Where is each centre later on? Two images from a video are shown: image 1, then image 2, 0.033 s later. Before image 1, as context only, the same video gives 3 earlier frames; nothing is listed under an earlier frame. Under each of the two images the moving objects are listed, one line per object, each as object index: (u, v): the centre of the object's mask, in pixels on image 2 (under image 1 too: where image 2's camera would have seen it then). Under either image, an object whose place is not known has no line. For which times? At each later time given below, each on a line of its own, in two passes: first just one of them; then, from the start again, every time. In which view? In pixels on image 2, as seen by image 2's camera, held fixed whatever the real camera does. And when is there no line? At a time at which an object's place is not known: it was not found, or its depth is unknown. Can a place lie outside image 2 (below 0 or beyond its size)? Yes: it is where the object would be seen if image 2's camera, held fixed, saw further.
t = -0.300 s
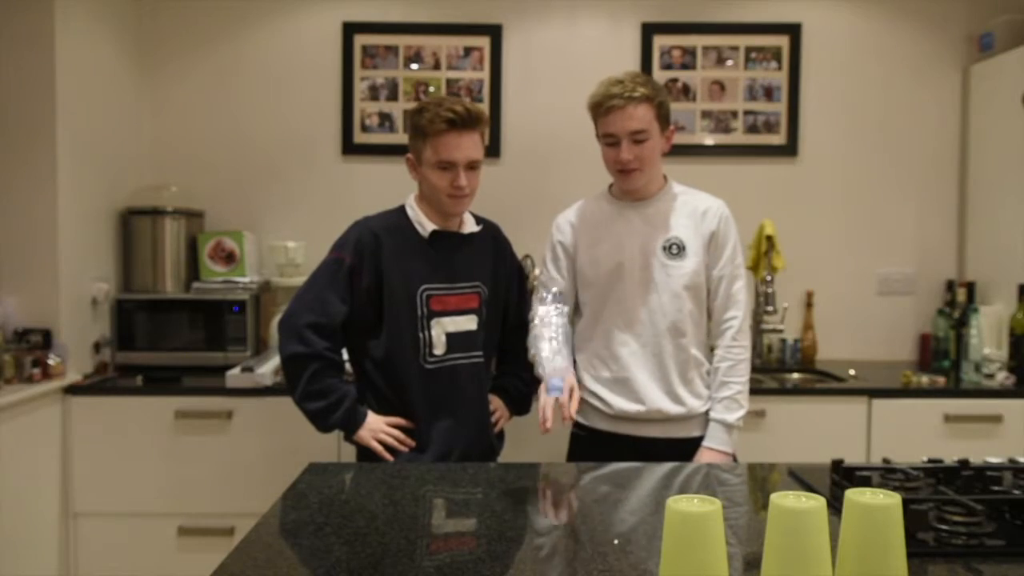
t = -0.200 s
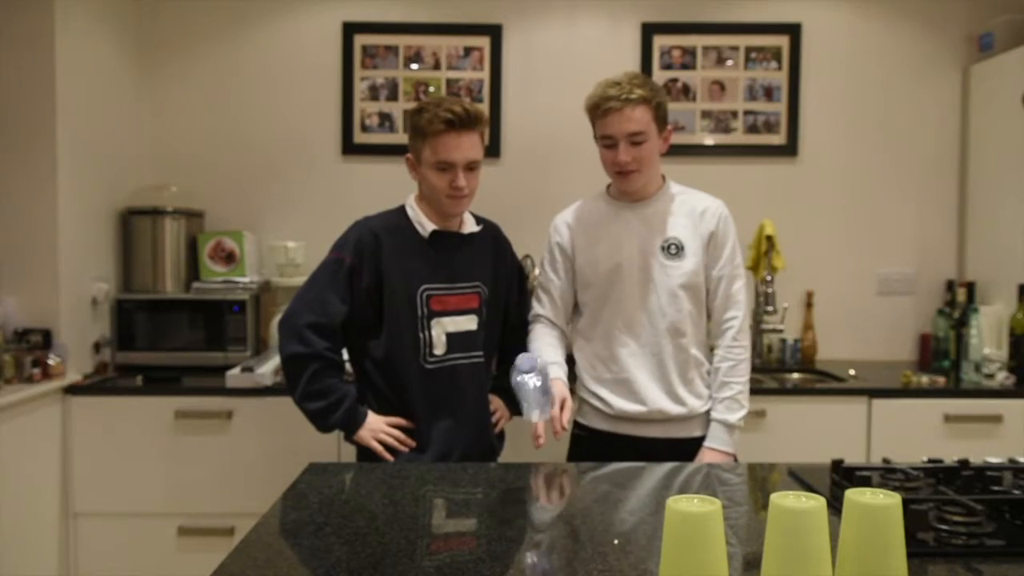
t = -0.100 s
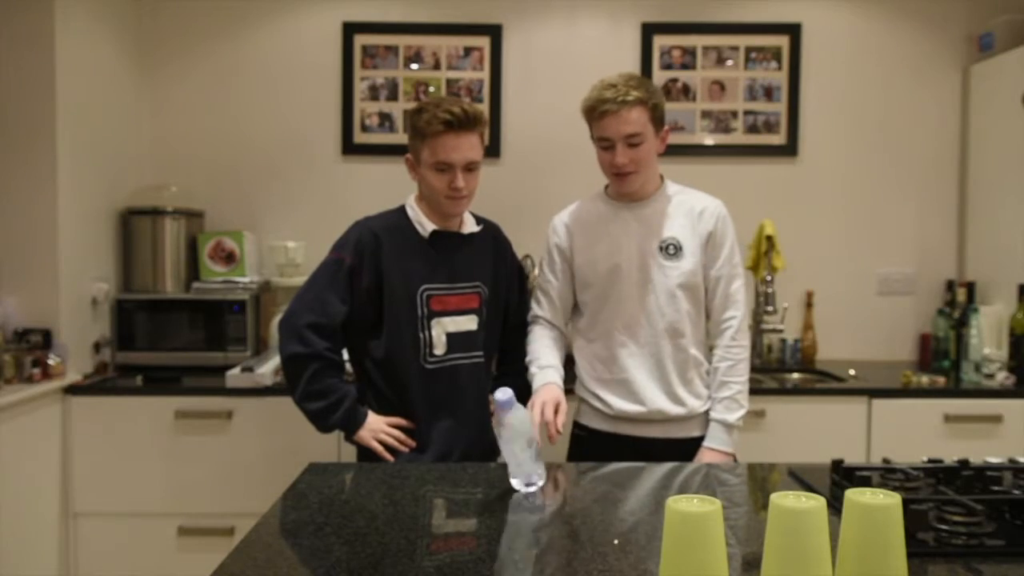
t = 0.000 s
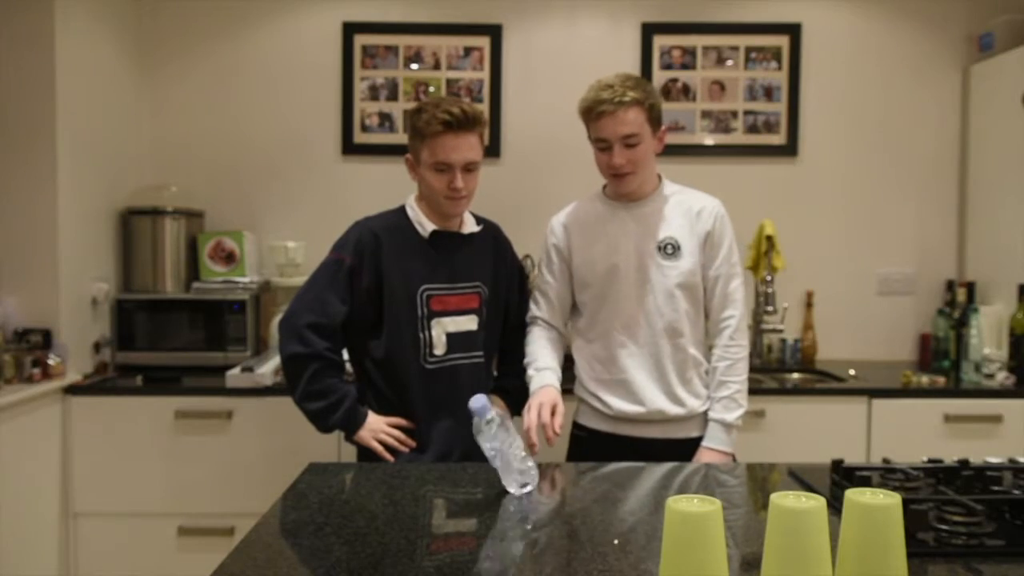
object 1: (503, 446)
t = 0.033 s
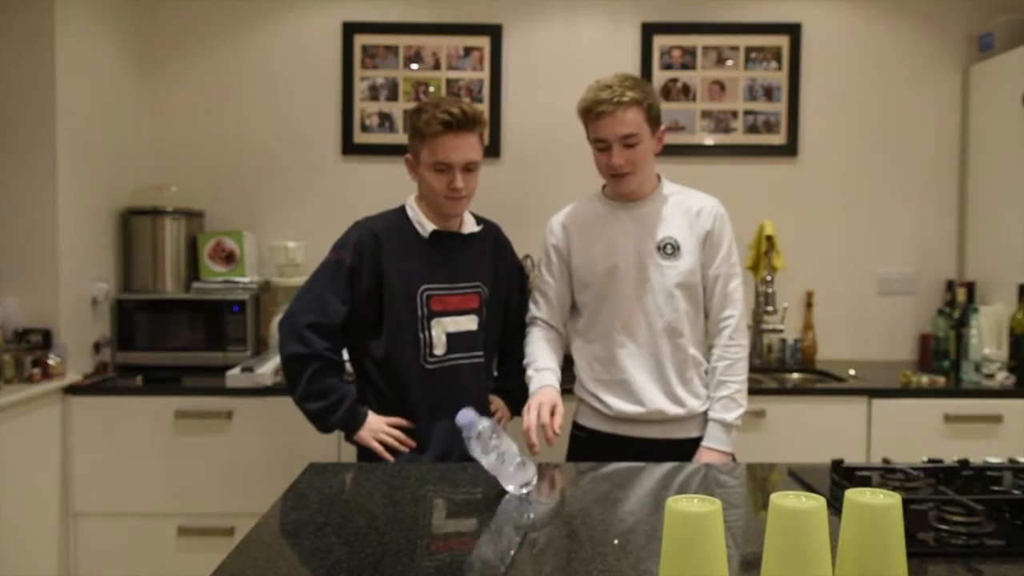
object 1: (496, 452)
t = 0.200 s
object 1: (471, 485)
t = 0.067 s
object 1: (489, 461)
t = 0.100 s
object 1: (480, 477)
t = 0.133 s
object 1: (476, 484)
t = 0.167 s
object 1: (472, 485)
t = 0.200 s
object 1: (471, 485)
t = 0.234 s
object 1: (472, 486)
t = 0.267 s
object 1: (472, 486)
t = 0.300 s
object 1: (472, 486)
